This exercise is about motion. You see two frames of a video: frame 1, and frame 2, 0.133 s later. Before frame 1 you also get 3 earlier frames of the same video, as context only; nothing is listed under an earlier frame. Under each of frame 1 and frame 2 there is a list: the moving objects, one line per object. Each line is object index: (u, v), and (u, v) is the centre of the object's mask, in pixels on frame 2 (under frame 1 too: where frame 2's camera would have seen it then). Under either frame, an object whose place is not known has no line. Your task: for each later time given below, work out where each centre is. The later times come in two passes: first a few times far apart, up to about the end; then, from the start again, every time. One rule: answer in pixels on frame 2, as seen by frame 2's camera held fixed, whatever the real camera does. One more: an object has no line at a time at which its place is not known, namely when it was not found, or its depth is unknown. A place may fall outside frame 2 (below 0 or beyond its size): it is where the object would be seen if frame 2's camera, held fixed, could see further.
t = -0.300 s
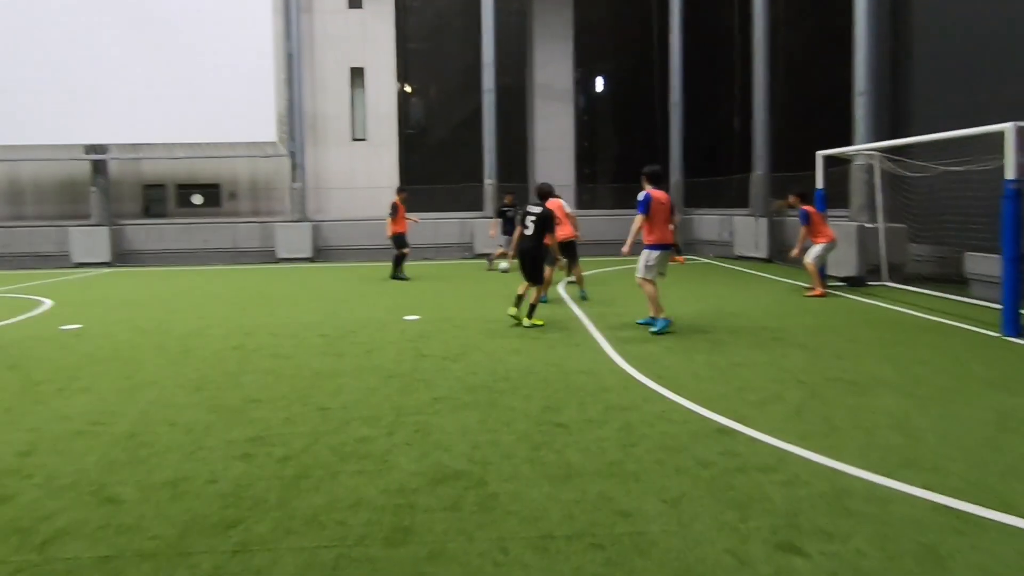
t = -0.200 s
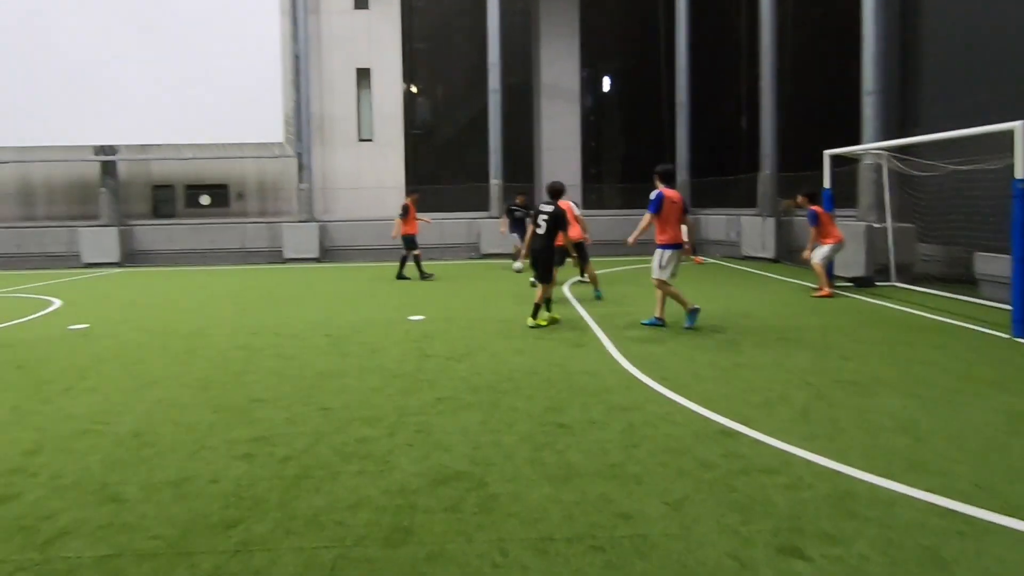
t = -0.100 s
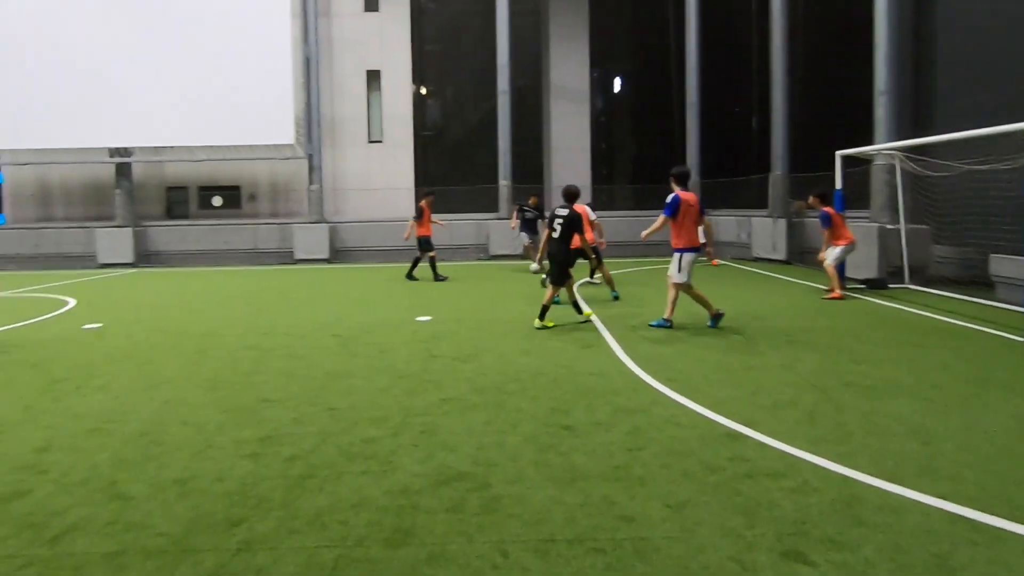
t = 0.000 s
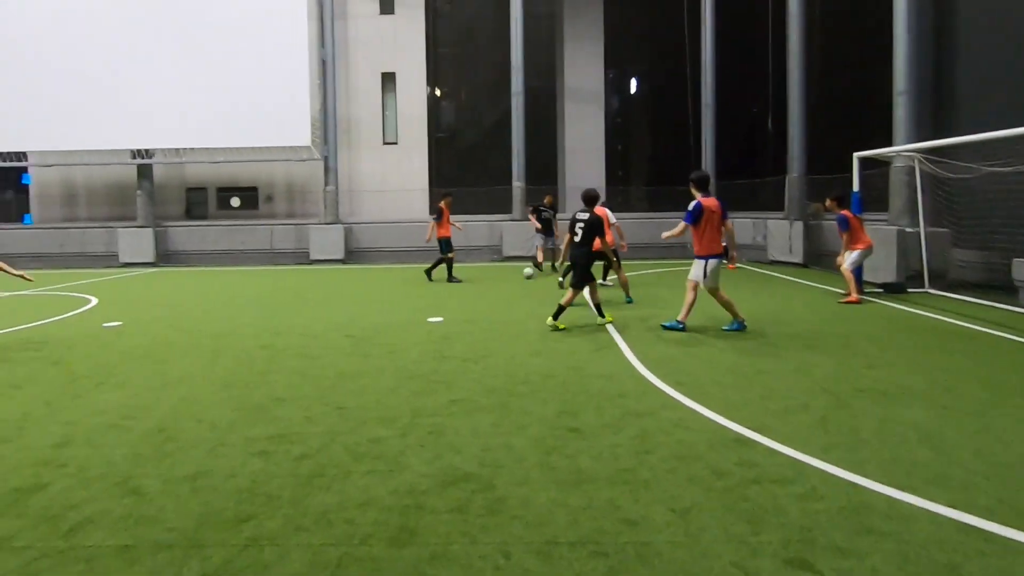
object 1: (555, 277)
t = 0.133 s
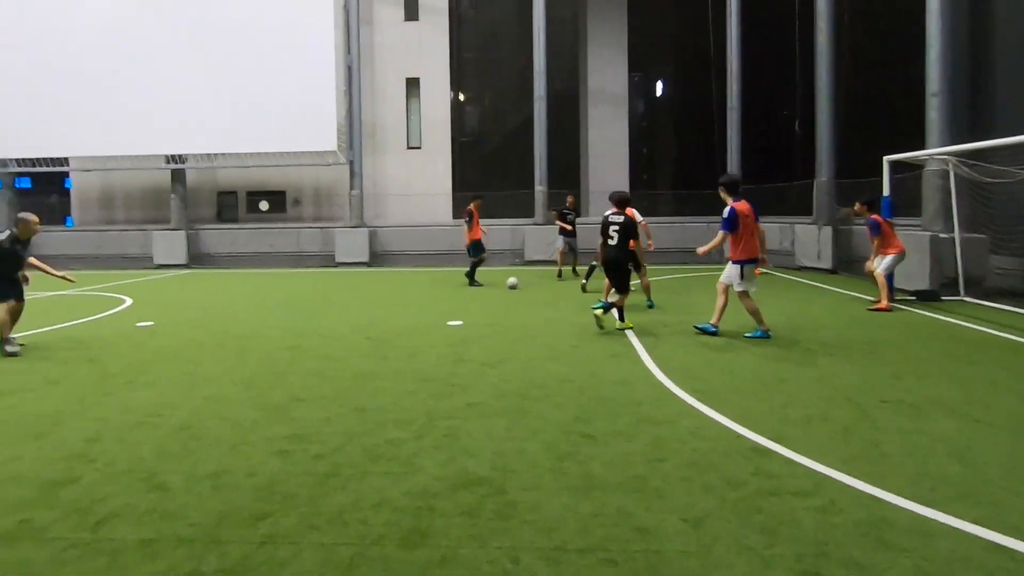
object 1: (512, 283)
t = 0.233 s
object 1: (480, 287)
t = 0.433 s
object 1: (417, 296)
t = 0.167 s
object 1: (501, 284)
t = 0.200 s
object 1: (490, 286)
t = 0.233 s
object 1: (480, 287)
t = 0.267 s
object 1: (470, 288)
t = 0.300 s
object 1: (458, 290)
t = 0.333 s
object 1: (449, 291)
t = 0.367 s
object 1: (438, 292)
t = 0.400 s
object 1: (428, 294)
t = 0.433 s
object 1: (417, 296)
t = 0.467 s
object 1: (407, 298)
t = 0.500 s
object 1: (396, 300)
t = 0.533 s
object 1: (386, 301)
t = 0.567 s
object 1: (375, 303)
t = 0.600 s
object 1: (364, 305)
